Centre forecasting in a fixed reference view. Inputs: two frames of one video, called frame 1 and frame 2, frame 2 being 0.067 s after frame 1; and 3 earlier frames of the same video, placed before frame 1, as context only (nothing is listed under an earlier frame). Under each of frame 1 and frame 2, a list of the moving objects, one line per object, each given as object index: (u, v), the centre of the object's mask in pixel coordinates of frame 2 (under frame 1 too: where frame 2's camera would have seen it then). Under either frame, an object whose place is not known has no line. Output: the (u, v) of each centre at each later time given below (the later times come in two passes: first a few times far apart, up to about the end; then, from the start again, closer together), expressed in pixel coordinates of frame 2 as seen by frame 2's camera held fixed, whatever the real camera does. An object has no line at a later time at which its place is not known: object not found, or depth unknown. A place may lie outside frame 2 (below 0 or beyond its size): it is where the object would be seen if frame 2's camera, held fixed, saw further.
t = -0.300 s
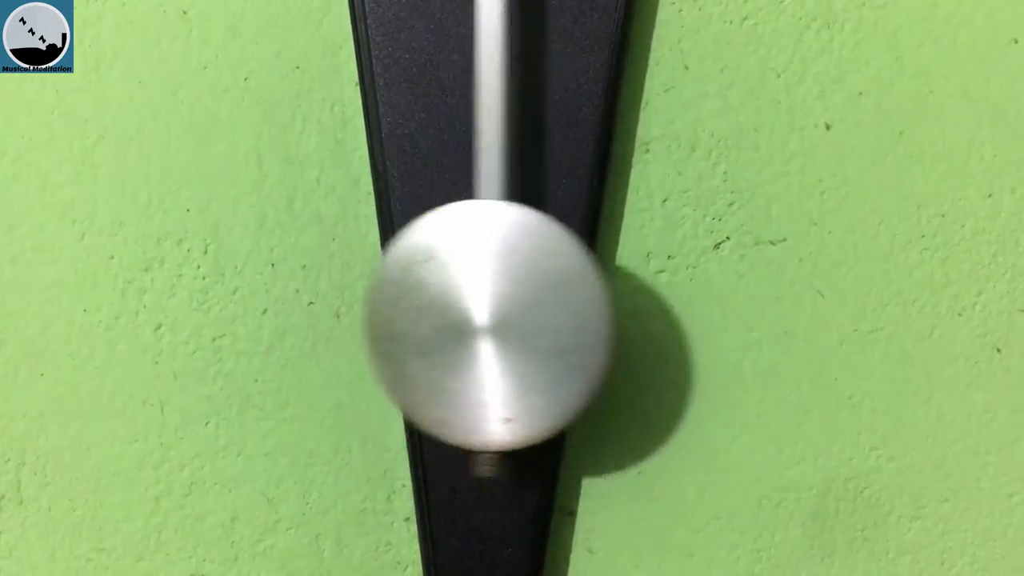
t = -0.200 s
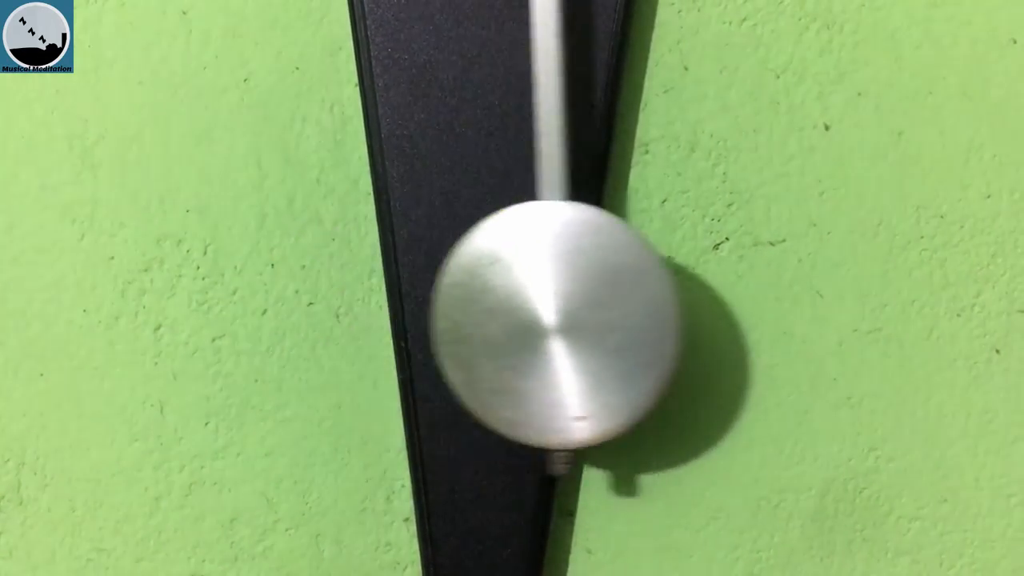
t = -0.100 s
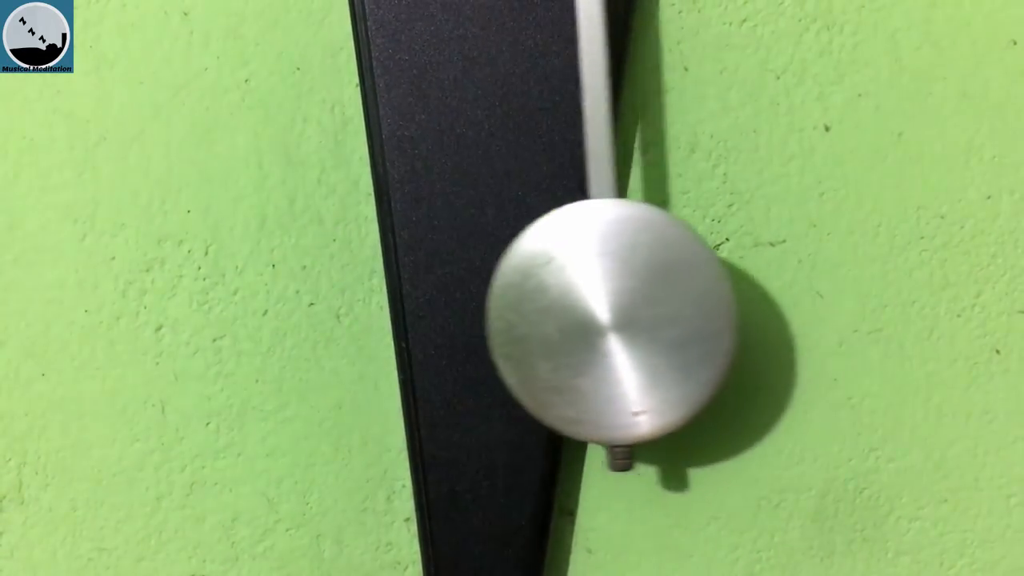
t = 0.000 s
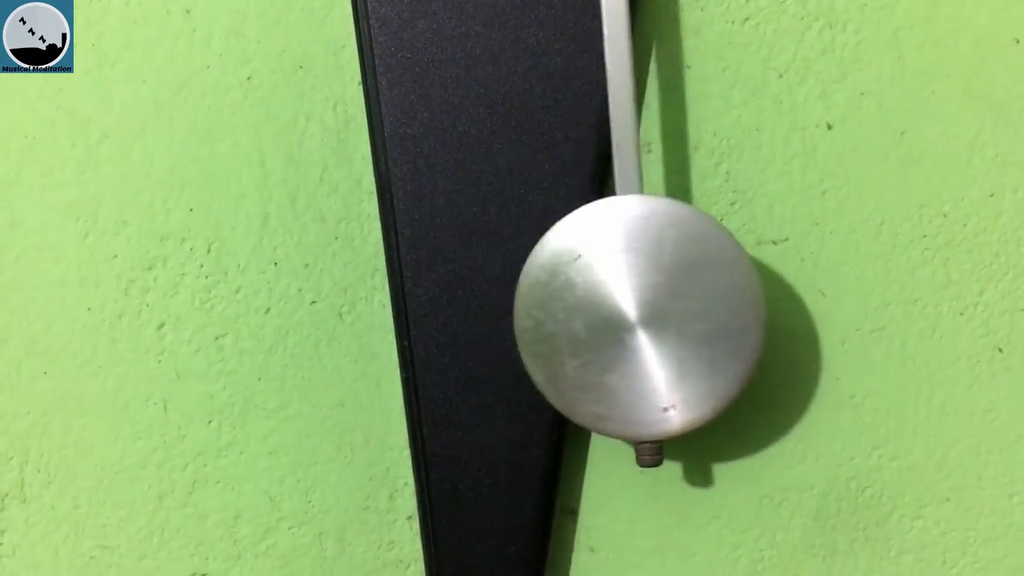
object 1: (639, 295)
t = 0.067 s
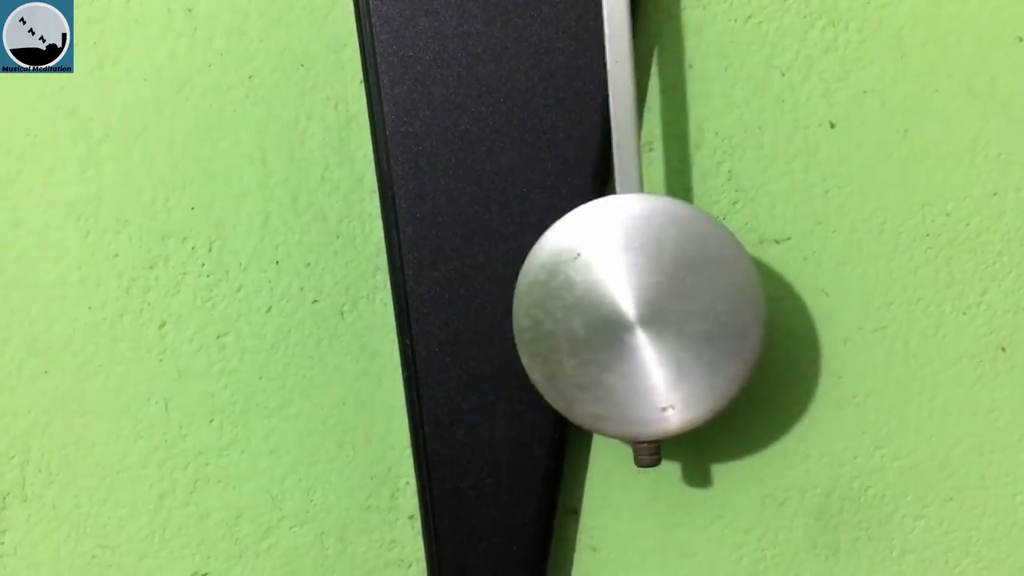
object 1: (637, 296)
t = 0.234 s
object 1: (564, 298)
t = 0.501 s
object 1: (401, 297)
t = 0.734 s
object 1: (410, 296)
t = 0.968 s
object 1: (554, 297)
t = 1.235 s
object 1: (638, 298)
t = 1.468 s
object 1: (527, 297)
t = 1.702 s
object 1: (401, 296)
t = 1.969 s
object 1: (446, 299)
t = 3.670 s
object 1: (610, 296)
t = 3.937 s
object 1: (452, 299)
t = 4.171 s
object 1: (387, 300)
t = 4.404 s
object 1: (499, 296)
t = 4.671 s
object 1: (635, 296)
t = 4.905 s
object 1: (583, 300)
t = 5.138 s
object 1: (431, 299)
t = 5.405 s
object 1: (401, 296)
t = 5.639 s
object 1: (535, 298)
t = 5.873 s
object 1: (638, 300)
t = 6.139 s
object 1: (544, 299)
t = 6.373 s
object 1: (414, 292)
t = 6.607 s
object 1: (418, 295)
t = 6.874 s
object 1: (572, 300)
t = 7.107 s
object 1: (629, 298)
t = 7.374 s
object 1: (503, 294)
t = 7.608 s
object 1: (394, 296)
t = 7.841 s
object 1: (445, 298)
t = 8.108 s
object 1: (600, 297)
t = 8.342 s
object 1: (611, 296)
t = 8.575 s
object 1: (484, 295)
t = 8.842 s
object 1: (393, 294)
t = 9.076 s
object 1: (488, 290)
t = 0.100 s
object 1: (629, 297)
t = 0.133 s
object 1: (617, 297)
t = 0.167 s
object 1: (602, 298)
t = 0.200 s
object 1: (584, 297)
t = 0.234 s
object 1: (564, 298)
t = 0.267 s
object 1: (541, 298)
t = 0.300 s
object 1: (519, 296)
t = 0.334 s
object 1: (496, 297)
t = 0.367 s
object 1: (474, 297)
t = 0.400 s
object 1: (452, 298)
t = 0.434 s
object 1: (432, 297)
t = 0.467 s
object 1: (415, 296)
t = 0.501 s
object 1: (401, 297)
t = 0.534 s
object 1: (389, 297)
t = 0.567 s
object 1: (383, 296)
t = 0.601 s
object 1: (380, 297)
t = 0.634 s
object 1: (381, 297)
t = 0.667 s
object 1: (387, 297)
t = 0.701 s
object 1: (397, 297)
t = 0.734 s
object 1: (410, 296)
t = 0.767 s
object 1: (426, 296)
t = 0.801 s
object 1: (446, 296)
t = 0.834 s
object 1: (466, 296)
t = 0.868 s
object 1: (488, 297)
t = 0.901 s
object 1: (510, 297)
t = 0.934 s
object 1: (532, 297)
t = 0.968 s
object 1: (554, 297)
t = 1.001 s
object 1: (575, 297)
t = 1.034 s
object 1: (594, 297)
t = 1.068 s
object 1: (610, 297)
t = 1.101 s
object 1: (623, 297)
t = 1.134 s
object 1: (633, 298)
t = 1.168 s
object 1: (639, 298)
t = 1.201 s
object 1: (641, 298)
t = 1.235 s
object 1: (638, 298)
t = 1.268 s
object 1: (631, 299)
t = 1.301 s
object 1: (620, 298)
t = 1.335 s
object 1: (606, 298)
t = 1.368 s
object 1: (589, 298)
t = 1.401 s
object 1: (570, 297)
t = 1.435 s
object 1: (549, 297)
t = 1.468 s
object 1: (527, 297)
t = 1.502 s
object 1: (506, 296)
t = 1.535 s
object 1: (485, 296)
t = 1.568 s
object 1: (464, 295)
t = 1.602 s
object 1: (445, 294)
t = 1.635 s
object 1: (427, 294)
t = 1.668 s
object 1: (412, 295)
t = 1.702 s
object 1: (401, 296)
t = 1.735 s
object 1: (393, 296)
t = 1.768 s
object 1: (389, 297)
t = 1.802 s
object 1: (389, 297)
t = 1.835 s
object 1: (394, 298)
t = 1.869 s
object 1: (402, 298)
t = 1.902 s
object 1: (414, 299)
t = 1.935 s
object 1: (429, 298)
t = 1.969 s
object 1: (446, 299)
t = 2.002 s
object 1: (466, 301)
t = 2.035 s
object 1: (487, 299)
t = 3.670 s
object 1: (610, 296)
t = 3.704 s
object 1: (595, 296)
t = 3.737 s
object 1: (577, 297)
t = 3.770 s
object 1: (558, 297)
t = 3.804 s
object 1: (537, 298)
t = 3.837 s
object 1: (516, 298)
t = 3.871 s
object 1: (495, 299)
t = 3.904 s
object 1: (473, 299)
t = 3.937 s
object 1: (452, 299)
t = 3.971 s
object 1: (433, 301)
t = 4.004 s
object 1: (416, 301)
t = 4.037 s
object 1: (402, 300)
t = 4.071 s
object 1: (392, 300)
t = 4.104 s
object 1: (386, 301)
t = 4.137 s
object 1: (384, 301)
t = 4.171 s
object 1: (387, 300)
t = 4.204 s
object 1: (394, 301)
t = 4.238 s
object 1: (404, 300)
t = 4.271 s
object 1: (419, 298)
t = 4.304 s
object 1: (436, 298)
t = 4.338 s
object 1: (456, 296)
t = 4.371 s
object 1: (477, 297)
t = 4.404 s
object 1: (499, 296)
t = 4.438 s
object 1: (520, 296)
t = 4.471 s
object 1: (542, 296)
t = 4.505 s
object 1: (563, 296)
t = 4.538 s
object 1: (583, 295)
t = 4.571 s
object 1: (600, 294)
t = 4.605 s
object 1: (615, 294)
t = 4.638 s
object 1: (627, 295)
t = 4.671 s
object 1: (635, 296)
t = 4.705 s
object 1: (640, 296)
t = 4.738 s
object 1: (640, 297)
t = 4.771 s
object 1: (636, 298)
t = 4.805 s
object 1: (628, 299)
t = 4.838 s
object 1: (616, 299)
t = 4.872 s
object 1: (600, 300)
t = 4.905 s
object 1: (583, 300)
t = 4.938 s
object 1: (562, 299)
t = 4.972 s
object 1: (539, 302)
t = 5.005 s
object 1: (517, 301)
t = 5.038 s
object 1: (494, 301)
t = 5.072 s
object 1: (471, 301)
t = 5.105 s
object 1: (451, 300)
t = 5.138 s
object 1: (431, 299)
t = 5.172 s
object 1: (414, 299)
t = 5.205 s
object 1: (400, 299)
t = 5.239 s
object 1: (391, 298)
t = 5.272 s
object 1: (384, 297)
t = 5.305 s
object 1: (382, 297)
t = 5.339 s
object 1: (385, 296)
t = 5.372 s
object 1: (391, 296)
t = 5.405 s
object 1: (401, 296)
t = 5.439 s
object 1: (414, 294)
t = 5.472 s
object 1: (431, 295)
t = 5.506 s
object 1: (449, 296)
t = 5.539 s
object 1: (469, 296)
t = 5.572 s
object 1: (491, 296)
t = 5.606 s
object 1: (513, 297)
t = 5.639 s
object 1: (535, 298)
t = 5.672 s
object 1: (556, 298)
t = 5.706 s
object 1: (577, 298)
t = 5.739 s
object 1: (595, 299)
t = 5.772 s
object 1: (611, 299)
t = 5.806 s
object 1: (624, 300)
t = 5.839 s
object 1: (633, 300)
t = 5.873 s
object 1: (638, 300)
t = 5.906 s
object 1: (639, 300)
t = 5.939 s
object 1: (636, 300)
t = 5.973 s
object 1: (628, 301)
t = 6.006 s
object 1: (616, 300)
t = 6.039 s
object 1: (602, 300)
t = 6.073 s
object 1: (584, 299)
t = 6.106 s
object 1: (565, 298)
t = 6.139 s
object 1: (544, 299)
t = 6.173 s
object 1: (522, 297)
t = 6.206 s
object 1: (502, 296)
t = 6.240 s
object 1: (481, 295)
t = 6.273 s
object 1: (461, 294)
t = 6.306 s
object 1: (443, 294)
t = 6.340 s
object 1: (427, 293)
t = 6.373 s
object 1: (414, 292)
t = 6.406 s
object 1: (403, 293)
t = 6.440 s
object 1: (396, 293)
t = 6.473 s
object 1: (393, 293)
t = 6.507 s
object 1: (394, 294)
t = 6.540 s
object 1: (398, 295)
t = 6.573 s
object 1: (406, 296)
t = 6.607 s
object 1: (418, 295)
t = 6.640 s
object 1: (433, 297)
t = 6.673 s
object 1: (450, 298)
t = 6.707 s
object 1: (469, 299)
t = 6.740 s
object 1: (490, 299)
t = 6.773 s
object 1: (511, 300)
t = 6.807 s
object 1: (531, 301)
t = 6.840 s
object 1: (553, 301)
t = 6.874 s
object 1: (572, 300)
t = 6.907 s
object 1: (590, 300)
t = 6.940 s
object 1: (606, 300)
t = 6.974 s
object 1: (618, 300)
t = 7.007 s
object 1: (627, 300)
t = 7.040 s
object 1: (632, 299)
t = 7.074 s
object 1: (632, 298)
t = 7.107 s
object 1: (629, 298)
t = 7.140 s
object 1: (622, 297)
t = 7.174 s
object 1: (611, 297)
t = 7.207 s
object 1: (598, 296)
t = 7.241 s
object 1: (581, 295)
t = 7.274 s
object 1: (563, 295)
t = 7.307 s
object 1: (543, 295)
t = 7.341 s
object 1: (523, 295)
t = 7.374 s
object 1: (503, 294)
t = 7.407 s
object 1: (483, 293)
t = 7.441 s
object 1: (464, 293)
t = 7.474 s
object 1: (444, 293)
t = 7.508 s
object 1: (427, 294)
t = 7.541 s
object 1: (412, 295)
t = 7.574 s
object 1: (401, 295)
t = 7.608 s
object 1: (394, 296)
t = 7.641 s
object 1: (390, 297)
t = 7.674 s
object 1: (390, 297)
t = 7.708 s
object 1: (393, 298)
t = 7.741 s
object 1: (401, 298)
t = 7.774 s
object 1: (413, 299)
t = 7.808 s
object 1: (428, 298)
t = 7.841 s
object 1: (445, 298)
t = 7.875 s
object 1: (465, 299)
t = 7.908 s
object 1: (486, 298)
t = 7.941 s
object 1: (507, 298)
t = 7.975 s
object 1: (526, 299)
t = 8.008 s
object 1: (548, 296)
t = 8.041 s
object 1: (567, 296)
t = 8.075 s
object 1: (585, 297)
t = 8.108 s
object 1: (600, 297)
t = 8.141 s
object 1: (613, 297)
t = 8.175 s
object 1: (622, 297)
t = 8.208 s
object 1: (627, 296)
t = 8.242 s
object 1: (629, 296)
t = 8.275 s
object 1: (627, 296)
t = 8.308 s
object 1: (620, 295)
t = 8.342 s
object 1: (611, 296)
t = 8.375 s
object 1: (598, 296)
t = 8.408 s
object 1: (582, 295)
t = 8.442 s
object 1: (564, 295)
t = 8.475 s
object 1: (545, 295)
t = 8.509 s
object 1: (524, 295)
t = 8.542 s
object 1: (505, 293)
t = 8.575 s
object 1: (484, 295)
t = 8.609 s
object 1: (465, 295)
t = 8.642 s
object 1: (445, 295)
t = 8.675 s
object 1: (428, 295)
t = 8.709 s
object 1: (413, 295)
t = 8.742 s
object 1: (403, 295)
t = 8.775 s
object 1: (396, 294)
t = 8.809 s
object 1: (393, 294)
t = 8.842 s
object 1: (393, 294)
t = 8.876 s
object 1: (397, 294)
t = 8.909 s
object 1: (405, 294)
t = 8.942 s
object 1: (417, 293)
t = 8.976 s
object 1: (431, 293)
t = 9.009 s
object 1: (448, 293)
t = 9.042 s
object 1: (468, 292)
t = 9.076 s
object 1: (488, 290)
